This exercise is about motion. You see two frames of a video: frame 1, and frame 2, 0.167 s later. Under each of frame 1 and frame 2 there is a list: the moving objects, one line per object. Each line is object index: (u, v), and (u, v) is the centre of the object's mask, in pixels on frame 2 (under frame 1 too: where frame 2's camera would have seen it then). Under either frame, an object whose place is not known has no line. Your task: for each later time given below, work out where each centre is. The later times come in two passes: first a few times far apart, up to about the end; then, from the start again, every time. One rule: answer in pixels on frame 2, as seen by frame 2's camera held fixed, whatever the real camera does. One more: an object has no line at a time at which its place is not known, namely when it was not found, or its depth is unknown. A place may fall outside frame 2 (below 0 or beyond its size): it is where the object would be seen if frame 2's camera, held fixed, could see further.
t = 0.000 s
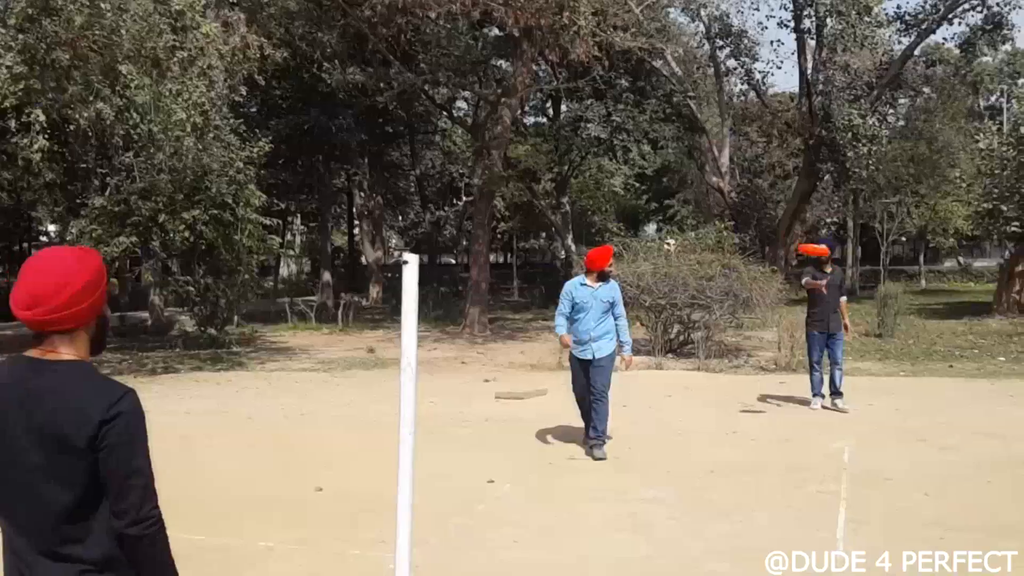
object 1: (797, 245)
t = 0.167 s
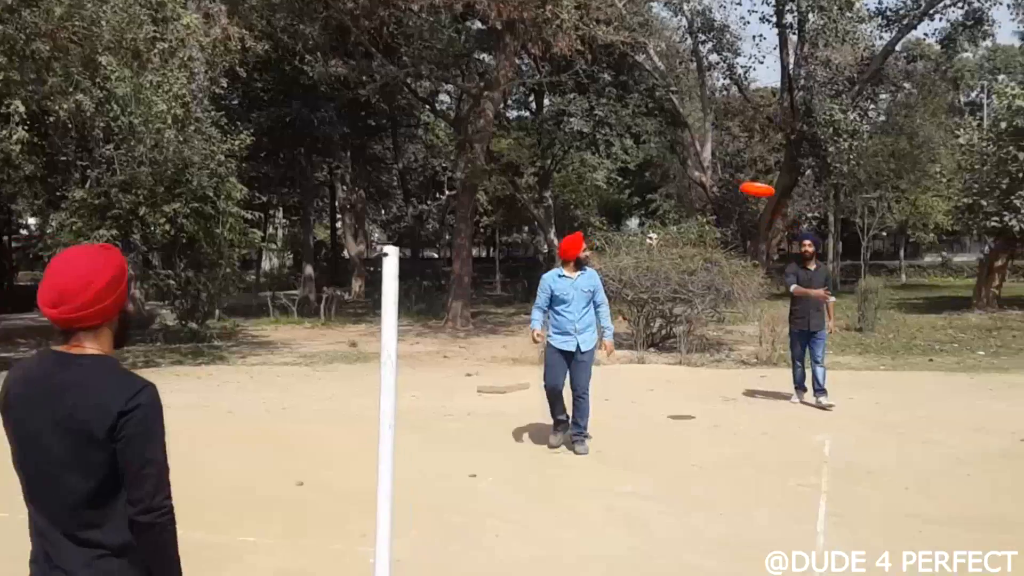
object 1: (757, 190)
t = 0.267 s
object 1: (730, 165)
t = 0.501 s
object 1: (649, 129)
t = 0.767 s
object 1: (529, 115)
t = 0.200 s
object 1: (749, 181)
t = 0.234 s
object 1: (739, 172)
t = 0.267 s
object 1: (730, 165)
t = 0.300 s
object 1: (720, 158)
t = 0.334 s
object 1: (709, 152)
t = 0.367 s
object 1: (699, 147)
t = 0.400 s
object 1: (687, 142)
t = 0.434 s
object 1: (675, 137)
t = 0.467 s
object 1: (663, 133)
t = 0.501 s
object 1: (649, 129)
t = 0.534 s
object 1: (636, 127)
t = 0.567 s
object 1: (623, 124)
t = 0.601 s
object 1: (608, 121)
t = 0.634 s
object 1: (594, 120)
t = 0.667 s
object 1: (578, 118)
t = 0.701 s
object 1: (562, 118)
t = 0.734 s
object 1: (547, 116)
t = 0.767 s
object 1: (529, 115)
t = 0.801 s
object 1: (511, 114)
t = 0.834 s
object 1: (491, 114)
